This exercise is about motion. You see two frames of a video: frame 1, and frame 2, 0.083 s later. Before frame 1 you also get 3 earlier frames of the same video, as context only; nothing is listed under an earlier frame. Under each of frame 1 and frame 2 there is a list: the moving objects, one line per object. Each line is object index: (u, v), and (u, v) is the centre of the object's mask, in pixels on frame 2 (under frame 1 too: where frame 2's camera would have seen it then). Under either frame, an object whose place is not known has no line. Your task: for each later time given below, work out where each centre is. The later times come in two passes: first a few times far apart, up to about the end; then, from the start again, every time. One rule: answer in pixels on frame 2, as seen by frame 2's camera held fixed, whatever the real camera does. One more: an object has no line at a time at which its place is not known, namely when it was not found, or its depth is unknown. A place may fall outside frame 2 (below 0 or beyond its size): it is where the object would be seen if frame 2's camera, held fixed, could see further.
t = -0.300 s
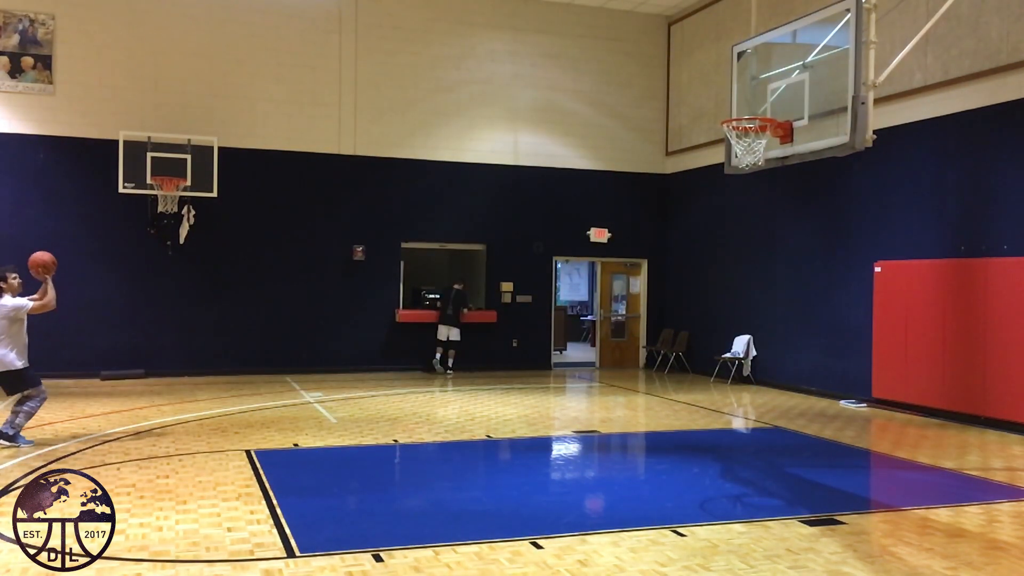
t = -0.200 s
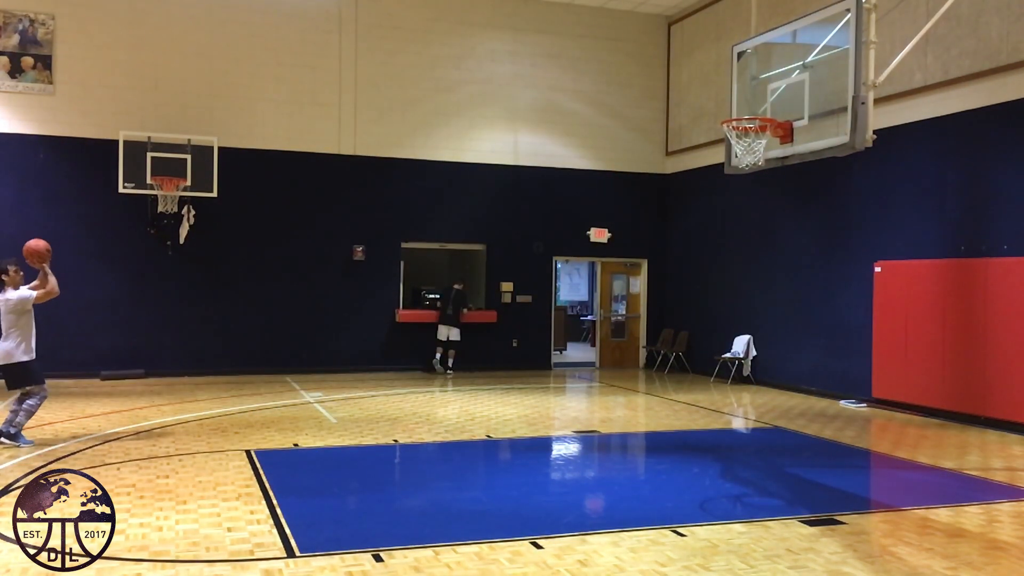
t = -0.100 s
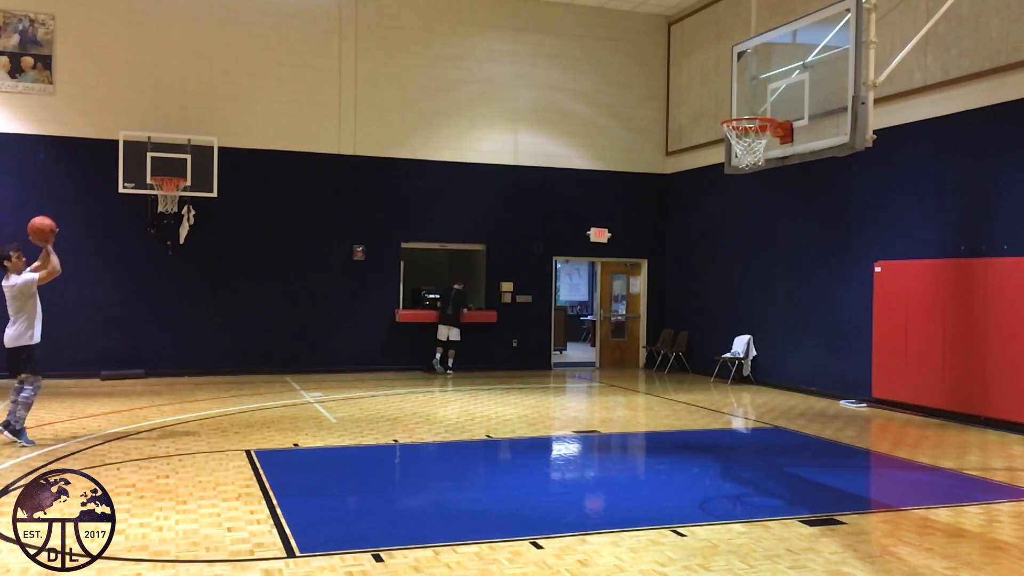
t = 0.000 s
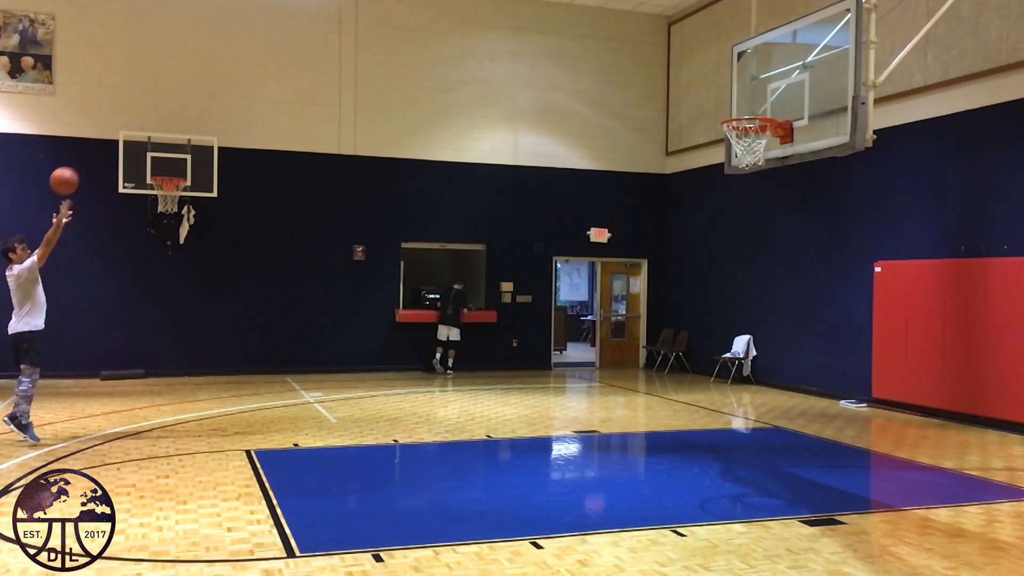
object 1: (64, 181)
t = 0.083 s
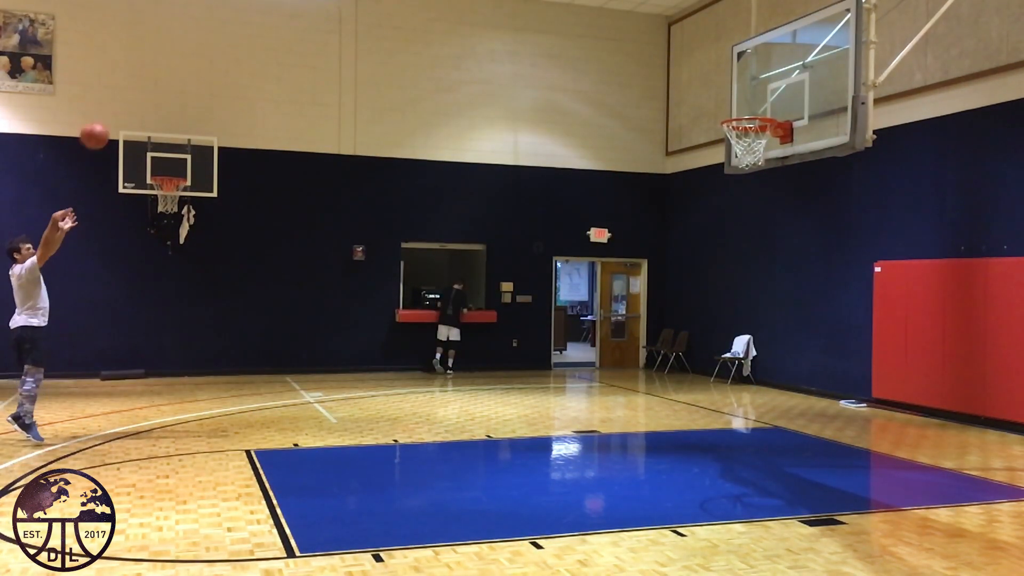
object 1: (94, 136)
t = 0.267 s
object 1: (160, 62)
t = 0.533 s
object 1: (254, 16)
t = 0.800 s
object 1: (348, 45)
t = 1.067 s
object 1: (441, 148)
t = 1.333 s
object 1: (533, 327)
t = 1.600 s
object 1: (595, 369)
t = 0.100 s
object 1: (101, 128)
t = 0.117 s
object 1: (107, 119)
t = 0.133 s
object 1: (112, 112)
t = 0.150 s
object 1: (118, 105)
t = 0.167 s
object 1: (124, 98)
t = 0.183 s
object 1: (130, 91)
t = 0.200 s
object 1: (136, 85)
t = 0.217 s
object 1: (142, 79)
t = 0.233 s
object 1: (148, 73)
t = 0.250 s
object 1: (154, 67)
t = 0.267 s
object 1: (160, 62)
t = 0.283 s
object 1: (166, 56)
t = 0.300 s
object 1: (172, 52)
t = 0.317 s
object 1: (178, 48)
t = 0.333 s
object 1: (183, 43)
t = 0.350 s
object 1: (190, 39)
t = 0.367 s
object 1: (195, 35)
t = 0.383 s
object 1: (201, 32)
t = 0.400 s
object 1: (207, 29)
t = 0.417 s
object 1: (213, 27)
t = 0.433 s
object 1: (219, 24)
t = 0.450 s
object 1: (225, 22)
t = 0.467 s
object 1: (231, 20)
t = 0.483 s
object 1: (236, 19)
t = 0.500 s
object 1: (242, 17)
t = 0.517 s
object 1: (248, 16)
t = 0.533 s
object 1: (254, 16)
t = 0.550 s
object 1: (260, 16)
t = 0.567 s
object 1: (266, 15)
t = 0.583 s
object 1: (271, 16)
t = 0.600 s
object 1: (277, 16)
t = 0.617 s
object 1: (283, 17)
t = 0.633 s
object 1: (289, 18)
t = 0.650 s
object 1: (295, 19)
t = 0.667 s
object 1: (301, 21)
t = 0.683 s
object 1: (307, 23)
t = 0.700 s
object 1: (313, 25)
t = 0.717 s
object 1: (319, 28)
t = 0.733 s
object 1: (324, 30)
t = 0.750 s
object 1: (330, 34)
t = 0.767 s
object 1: (336, 37)
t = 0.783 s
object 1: (342, 41)
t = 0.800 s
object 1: (348, 45)
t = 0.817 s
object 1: (354, 49)
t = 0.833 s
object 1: (359, 53)
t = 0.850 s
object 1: (365, 59)
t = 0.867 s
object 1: (371, 64)
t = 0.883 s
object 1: (377, 69)
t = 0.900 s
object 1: (383, 75)
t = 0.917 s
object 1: (388, 81)
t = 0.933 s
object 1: (394, 87)
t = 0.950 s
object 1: (400, 94)
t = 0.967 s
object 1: (406, 100)
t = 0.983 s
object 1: (411, 108)
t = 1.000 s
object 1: (417, 115)
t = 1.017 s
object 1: (423, 123)
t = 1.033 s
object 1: (429, 131)
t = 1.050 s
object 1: (435, 139)
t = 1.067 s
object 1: (441, 148)
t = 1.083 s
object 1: (447, 158)
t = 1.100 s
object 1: (453, 167)
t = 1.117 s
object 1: (458, 176)
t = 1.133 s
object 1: (464, 186)
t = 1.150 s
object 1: (469, 196)
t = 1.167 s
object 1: (475, 206)
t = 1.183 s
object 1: (481, 217)
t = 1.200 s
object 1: (487, 228)
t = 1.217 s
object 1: (493, 239)
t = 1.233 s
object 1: (498, 251)
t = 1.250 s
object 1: (504, 264)
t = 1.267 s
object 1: (510, 274)
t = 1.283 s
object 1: (515, 286)
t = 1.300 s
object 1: (522, 301)
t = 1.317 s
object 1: (527, 314)
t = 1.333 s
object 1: (533, 327)
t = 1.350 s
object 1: (539, 341)
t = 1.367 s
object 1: (544, 354)
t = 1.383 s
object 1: (550, 368)
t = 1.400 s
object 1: (556, 383)
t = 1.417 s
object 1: (562, 398)
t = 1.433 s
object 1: (568, 414)
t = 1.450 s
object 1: (574, 429)
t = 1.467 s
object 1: (580, 445)
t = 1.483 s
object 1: (583, 444)
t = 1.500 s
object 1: (585, 434)
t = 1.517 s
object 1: (586, 422)
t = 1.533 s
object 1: (588, 411)
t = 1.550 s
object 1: (590, 400)
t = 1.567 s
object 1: (591, 389)
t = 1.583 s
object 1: (593, 379)
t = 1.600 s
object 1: (595, 369)
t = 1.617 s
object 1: (596, 360)
